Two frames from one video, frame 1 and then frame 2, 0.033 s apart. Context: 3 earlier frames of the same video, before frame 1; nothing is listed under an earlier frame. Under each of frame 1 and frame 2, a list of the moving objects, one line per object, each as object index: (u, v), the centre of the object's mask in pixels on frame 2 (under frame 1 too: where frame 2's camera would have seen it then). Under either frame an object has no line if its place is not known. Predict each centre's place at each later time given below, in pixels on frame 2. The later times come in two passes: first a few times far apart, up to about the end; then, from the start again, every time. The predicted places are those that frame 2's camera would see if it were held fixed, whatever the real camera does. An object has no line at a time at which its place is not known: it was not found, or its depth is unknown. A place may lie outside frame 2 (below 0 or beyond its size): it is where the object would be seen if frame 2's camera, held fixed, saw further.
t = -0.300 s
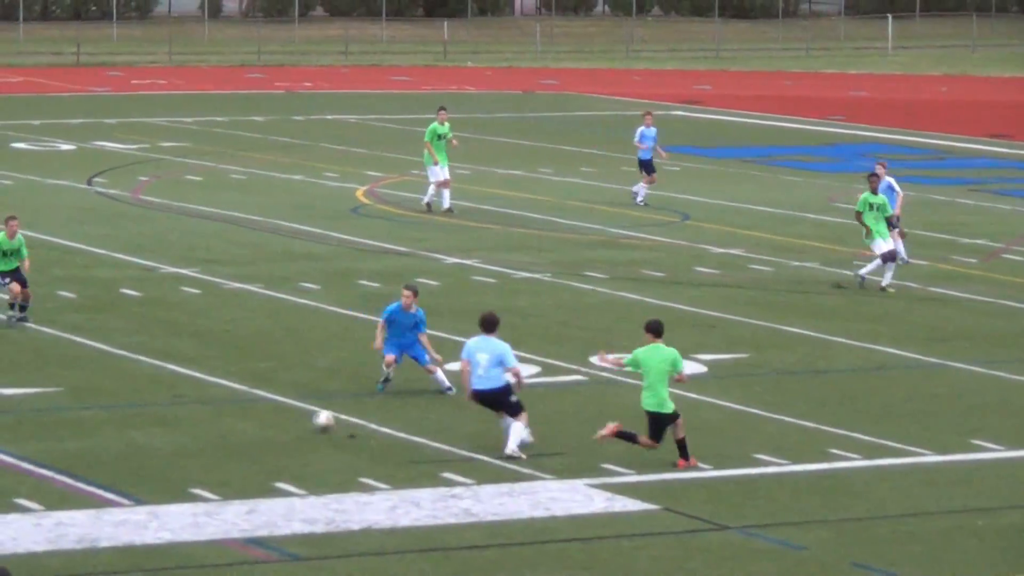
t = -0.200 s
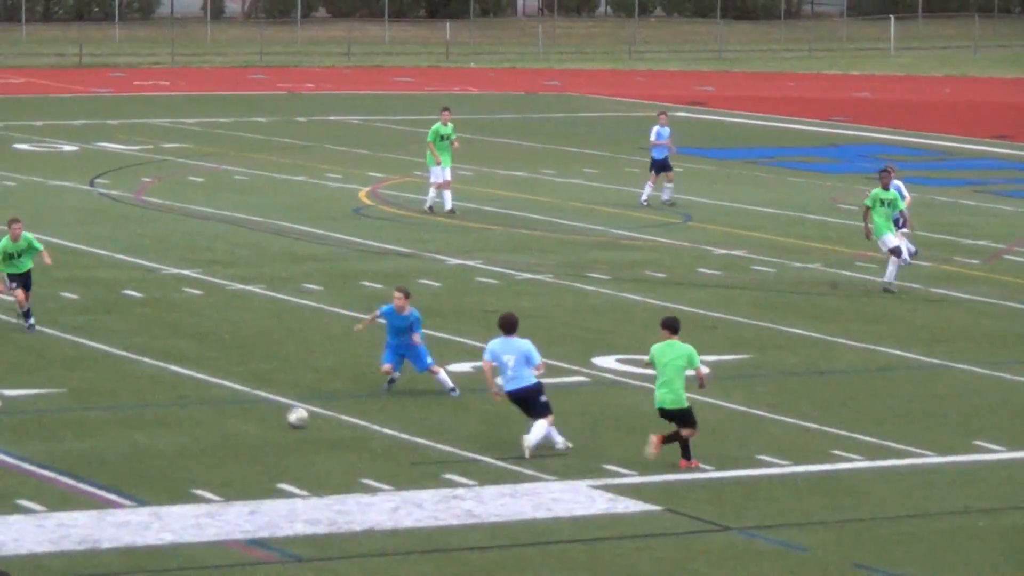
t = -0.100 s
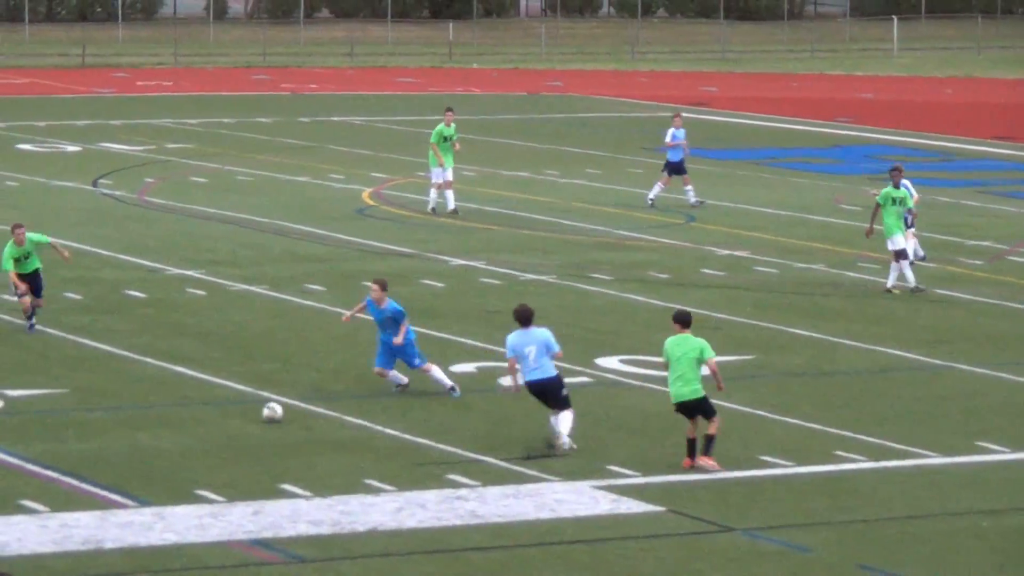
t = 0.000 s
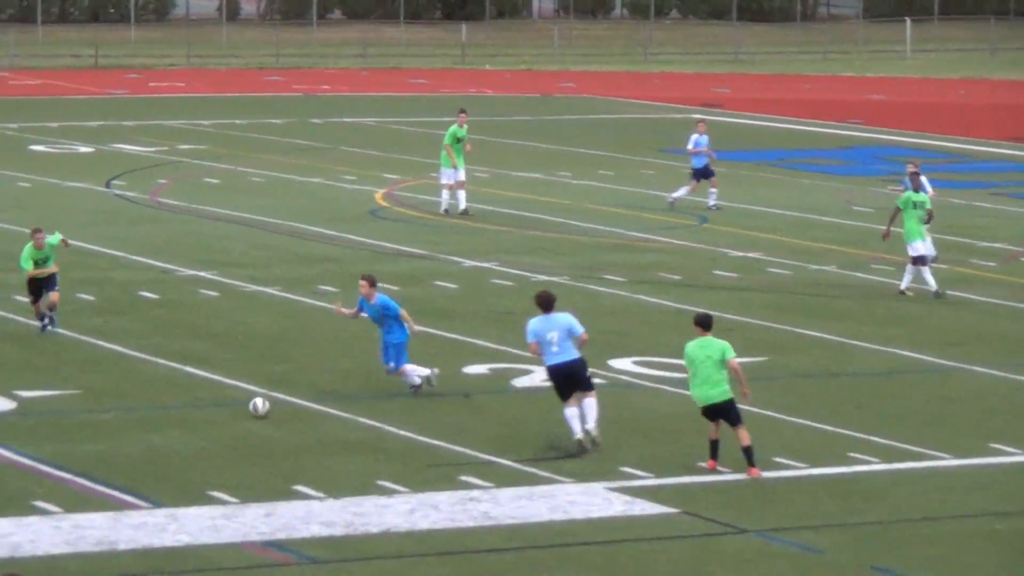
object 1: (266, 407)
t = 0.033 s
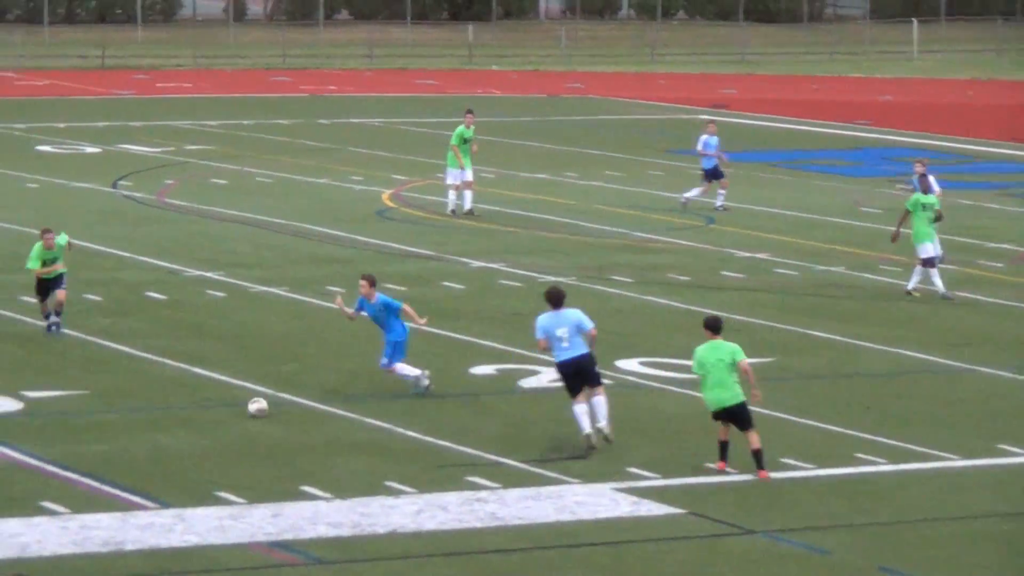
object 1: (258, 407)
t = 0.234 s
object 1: (209, 396)
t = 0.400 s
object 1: (170, 390)
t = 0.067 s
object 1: (249, 405)
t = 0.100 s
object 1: (241, 402)
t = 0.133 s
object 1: (232, 402)
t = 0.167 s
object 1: (224, 401)
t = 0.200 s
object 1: (216, 399)
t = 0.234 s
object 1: (209, 396)
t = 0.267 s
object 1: (200, 394)
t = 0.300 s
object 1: (192, 394)
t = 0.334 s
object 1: (185, 394)
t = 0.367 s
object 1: (177, 392)
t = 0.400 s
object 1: (170, 390)
